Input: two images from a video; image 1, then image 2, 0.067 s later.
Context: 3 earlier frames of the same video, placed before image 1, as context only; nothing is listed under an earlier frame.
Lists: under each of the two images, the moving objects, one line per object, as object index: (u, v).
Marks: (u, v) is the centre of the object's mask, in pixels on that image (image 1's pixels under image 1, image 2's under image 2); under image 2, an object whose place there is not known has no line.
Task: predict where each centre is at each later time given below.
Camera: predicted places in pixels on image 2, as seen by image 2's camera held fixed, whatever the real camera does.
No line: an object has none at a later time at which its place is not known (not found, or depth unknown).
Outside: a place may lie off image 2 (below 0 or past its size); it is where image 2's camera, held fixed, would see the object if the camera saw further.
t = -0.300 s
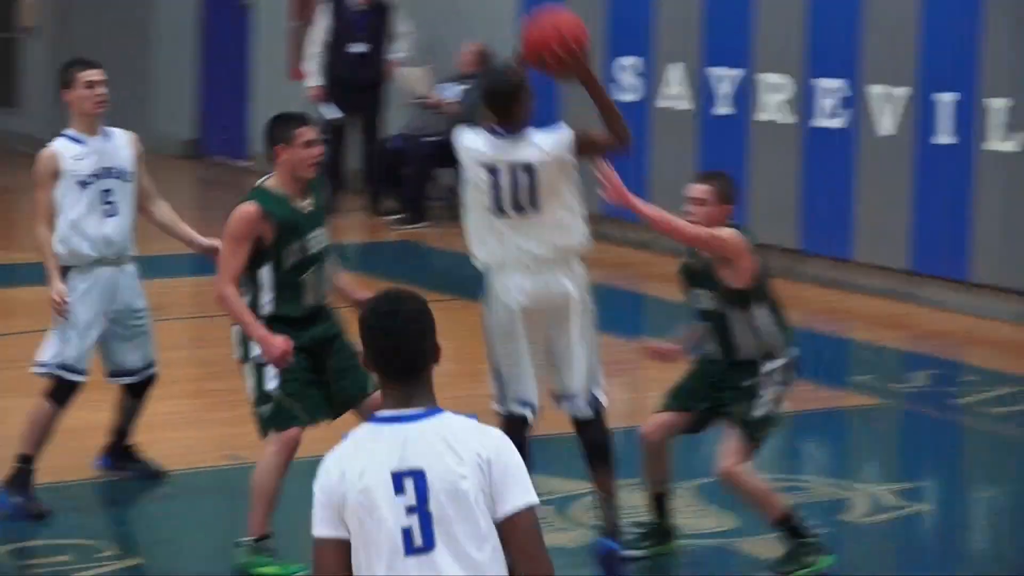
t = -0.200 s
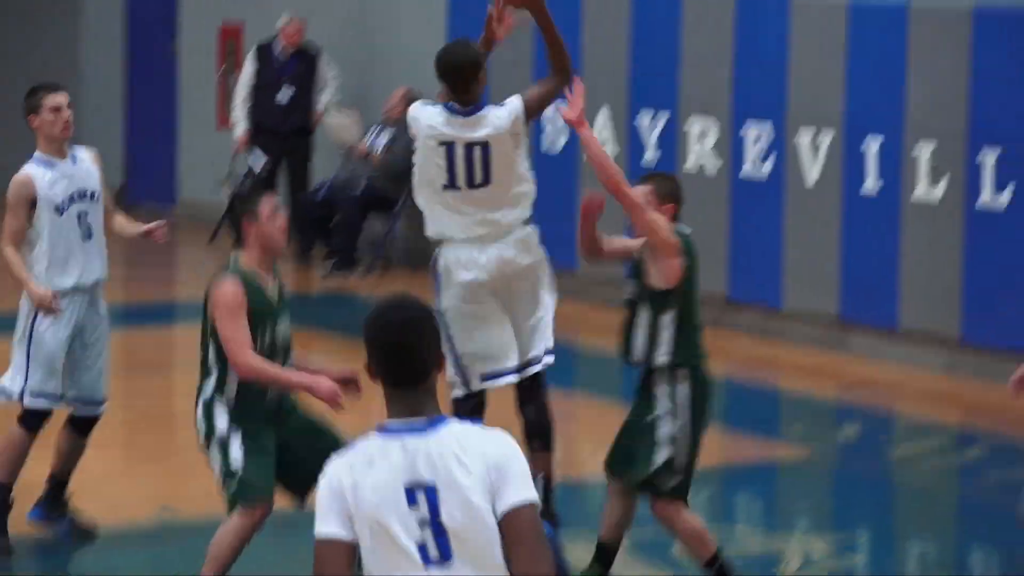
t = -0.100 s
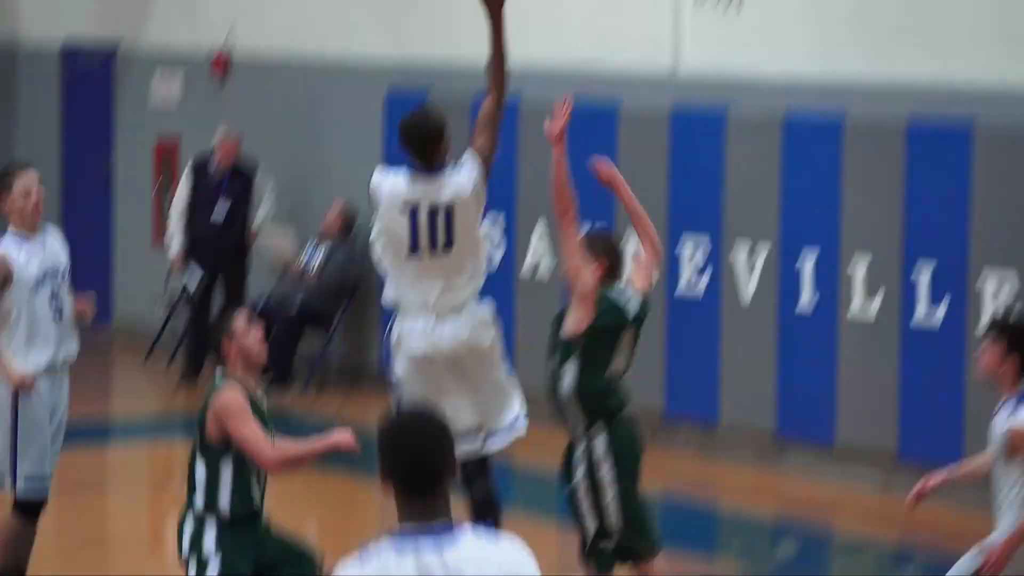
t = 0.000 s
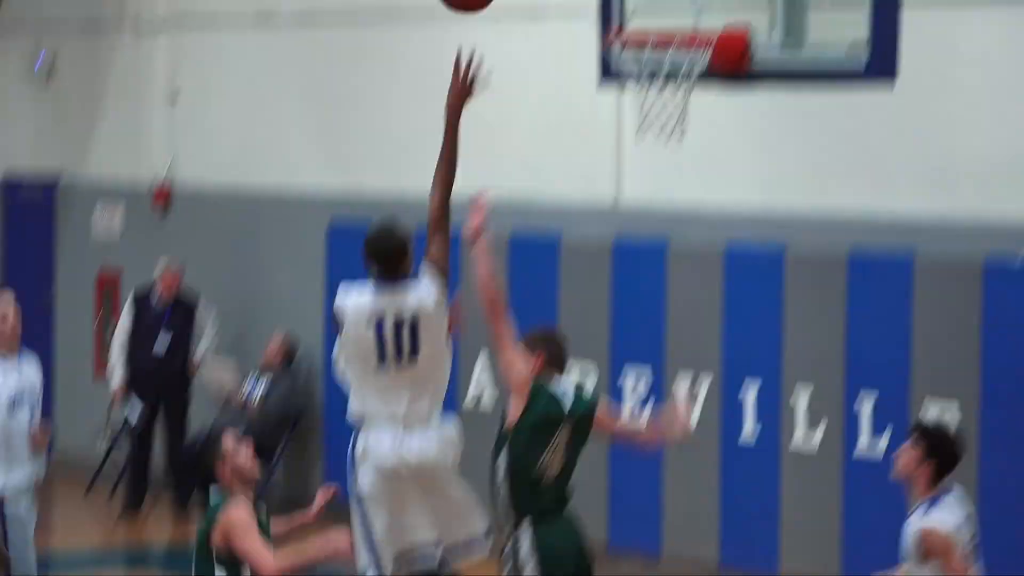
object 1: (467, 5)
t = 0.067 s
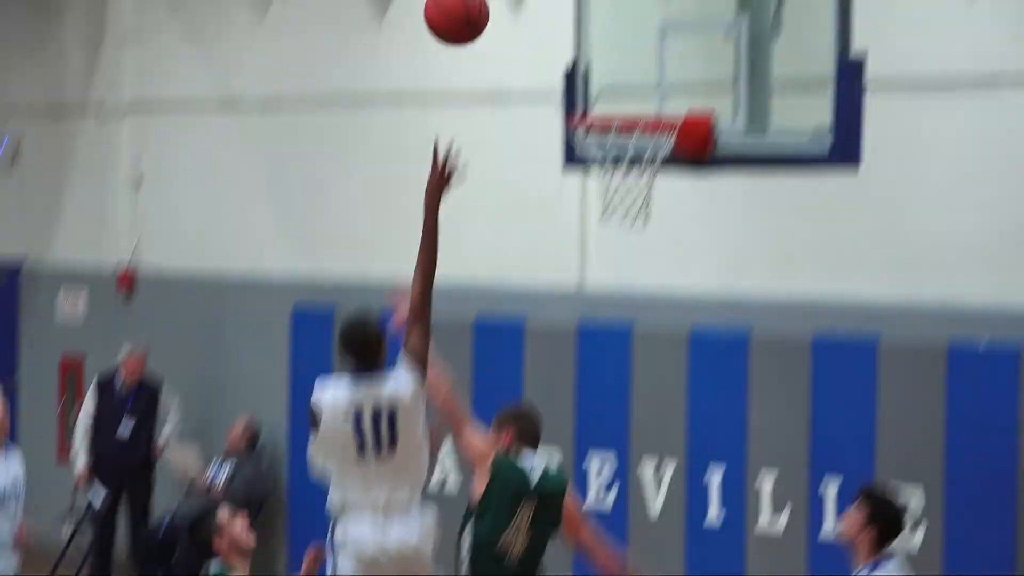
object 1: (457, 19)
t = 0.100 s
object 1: (468, -8)
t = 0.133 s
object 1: (478, -25)
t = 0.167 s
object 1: (489, -38)
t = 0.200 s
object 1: (500, -47)
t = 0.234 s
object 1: (511, -53)
